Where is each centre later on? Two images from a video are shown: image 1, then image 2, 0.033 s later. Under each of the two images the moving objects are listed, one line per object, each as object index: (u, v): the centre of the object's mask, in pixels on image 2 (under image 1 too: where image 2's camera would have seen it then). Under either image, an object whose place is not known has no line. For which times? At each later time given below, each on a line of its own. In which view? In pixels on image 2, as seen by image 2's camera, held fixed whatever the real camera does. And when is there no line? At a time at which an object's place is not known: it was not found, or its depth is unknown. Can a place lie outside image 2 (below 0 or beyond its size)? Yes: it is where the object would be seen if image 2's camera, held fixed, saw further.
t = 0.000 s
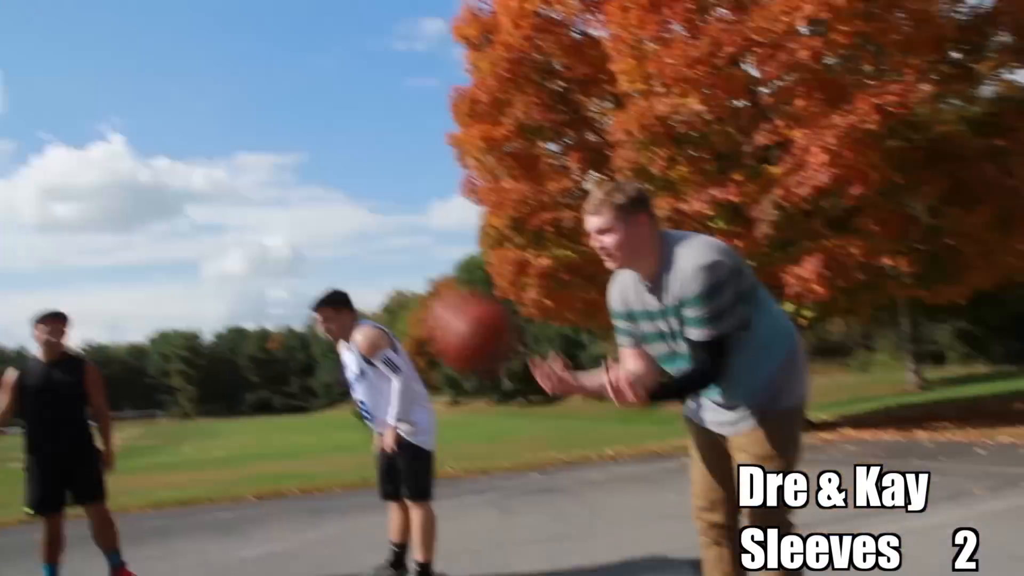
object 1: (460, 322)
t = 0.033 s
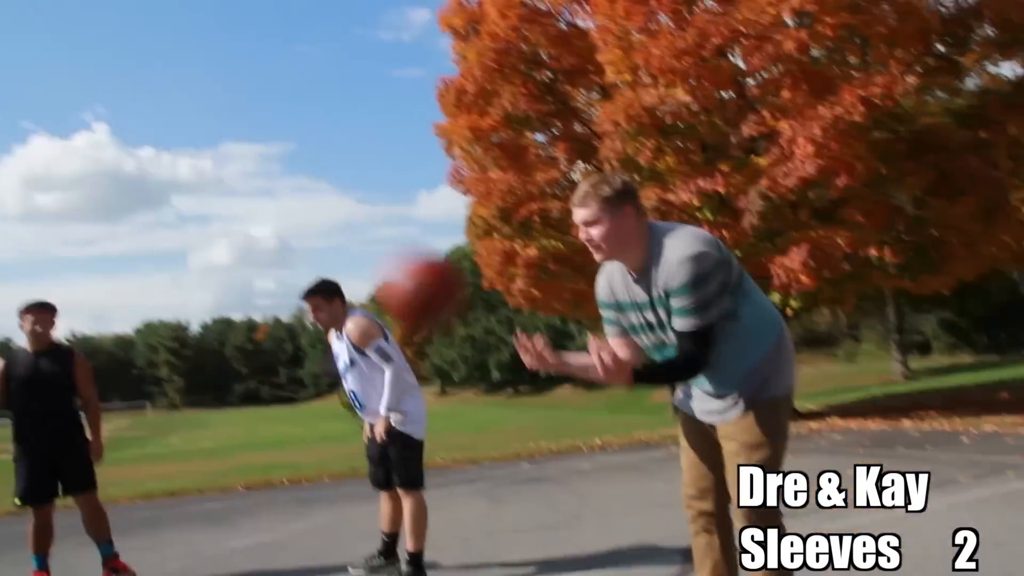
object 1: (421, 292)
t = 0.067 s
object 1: (376, 253)
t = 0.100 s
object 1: (334, 220)
